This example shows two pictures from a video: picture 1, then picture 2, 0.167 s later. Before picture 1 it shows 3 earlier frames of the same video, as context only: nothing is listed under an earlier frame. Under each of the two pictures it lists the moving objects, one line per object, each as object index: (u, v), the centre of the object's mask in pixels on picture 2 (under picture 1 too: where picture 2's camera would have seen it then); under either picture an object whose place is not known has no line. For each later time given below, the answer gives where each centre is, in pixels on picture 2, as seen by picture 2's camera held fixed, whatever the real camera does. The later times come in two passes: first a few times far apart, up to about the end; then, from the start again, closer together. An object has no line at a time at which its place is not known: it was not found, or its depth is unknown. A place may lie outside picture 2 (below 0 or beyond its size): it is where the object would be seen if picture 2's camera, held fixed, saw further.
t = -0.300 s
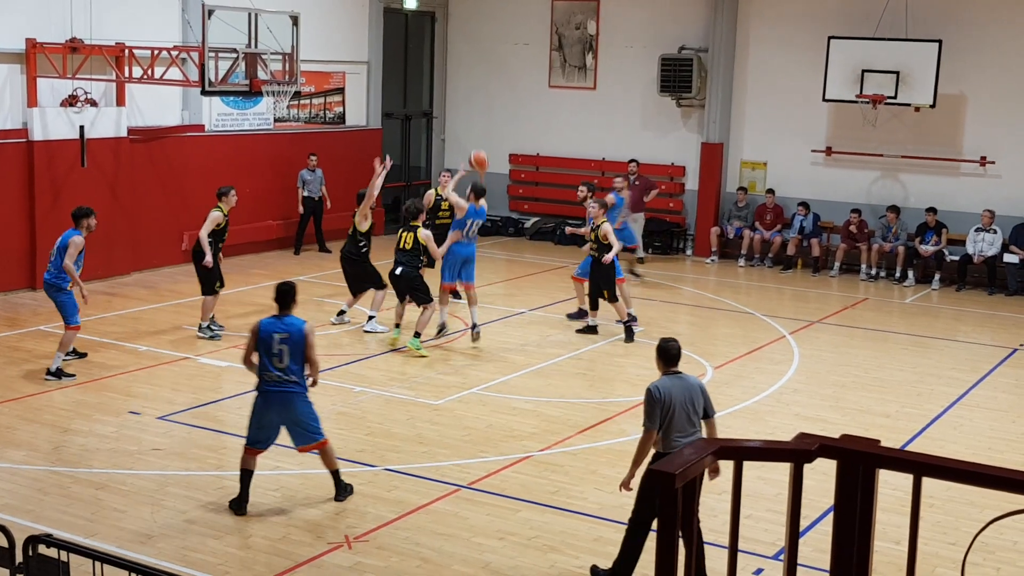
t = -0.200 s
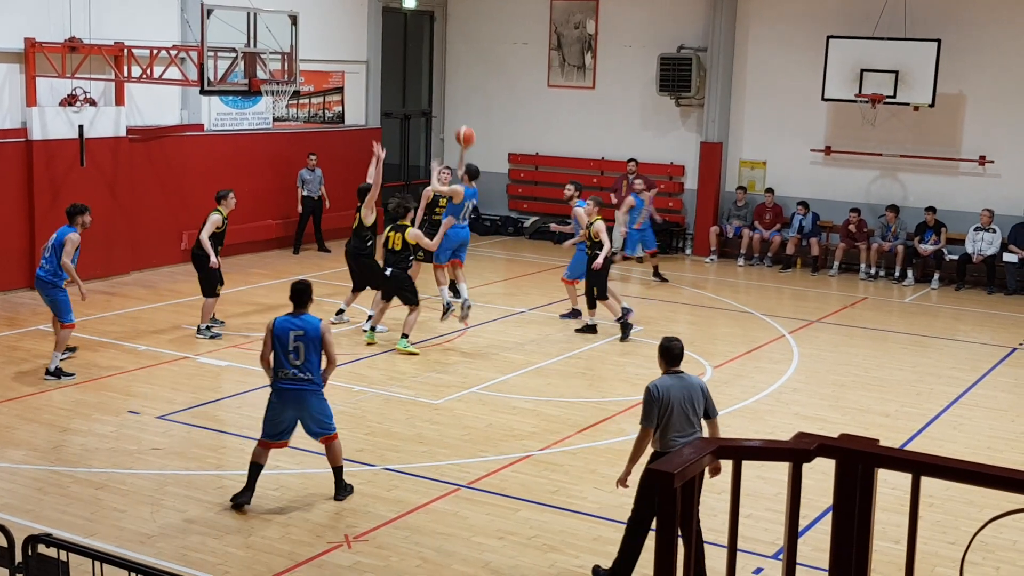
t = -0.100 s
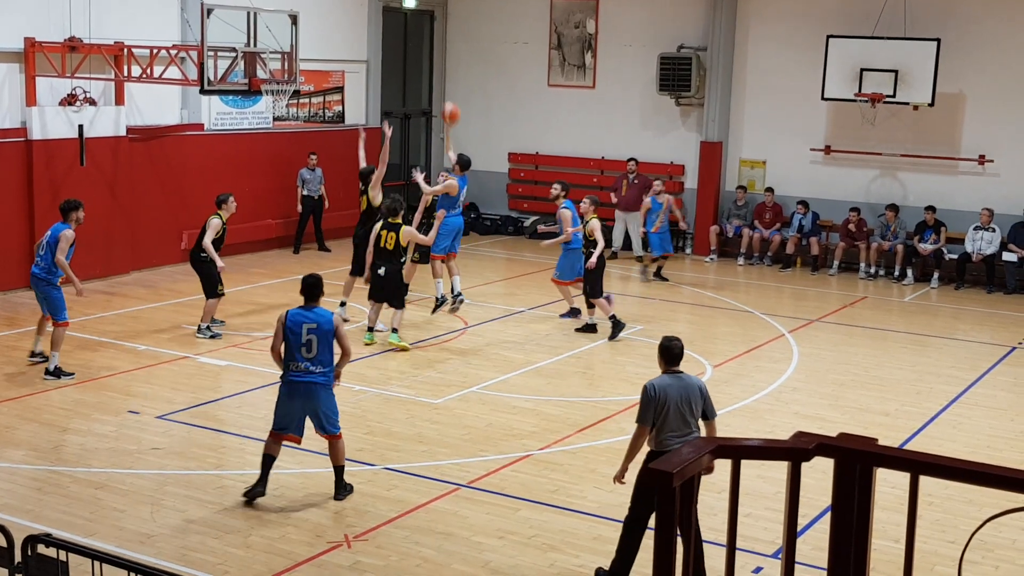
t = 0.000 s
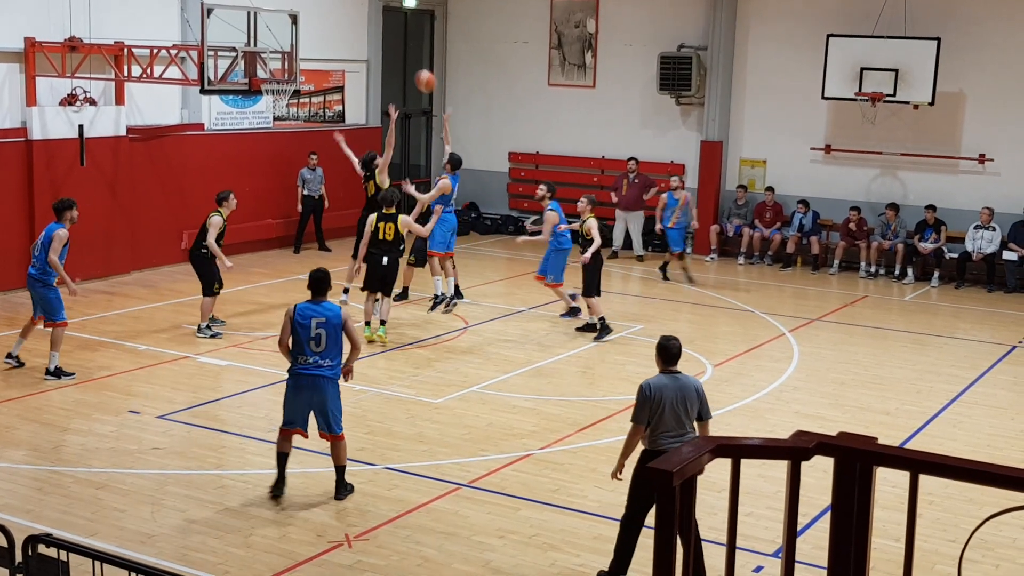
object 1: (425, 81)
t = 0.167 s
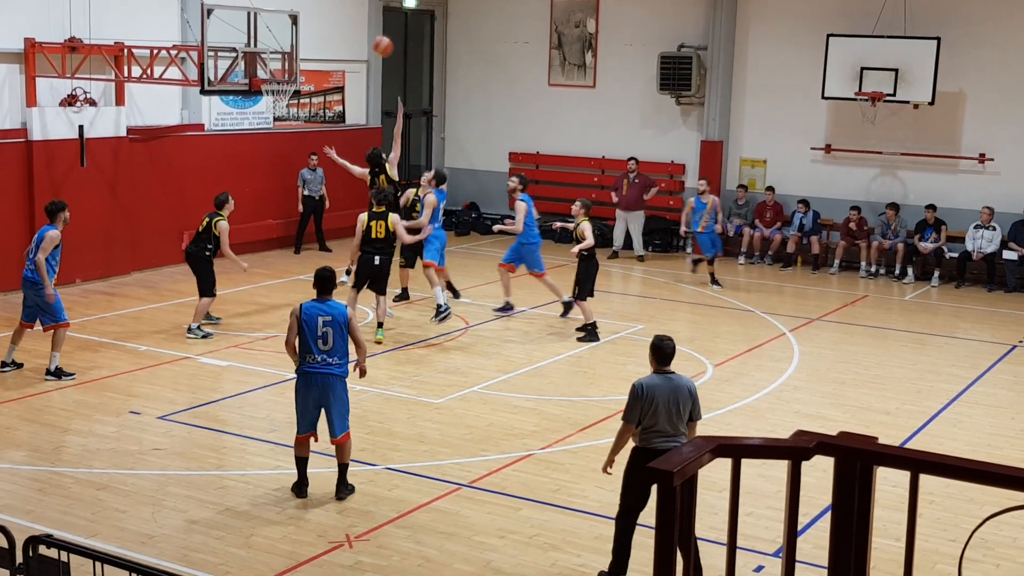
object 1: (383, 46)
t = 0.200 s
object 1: (375, 42)
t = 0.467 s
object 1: (308, 40)
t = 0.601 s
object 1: (276, 59)
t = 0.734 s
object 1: (266, 56)
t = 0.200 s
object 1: (375, 42)
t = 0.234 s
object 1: (365, 39)
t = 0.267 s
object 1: (357, 37)
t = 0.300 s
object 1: (348, 35)
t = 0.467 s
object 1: (308, 40)
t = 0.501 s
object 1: (300, 44)
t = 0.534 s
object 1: (292, 47)
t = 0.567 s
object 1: (284, 53)
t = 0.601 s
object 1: (276, 59)
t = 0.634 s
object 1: (268, 66)
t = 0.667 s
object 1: (263, 70)
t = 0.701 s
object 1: (265, 62)
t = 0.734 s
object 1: (266, 56)
